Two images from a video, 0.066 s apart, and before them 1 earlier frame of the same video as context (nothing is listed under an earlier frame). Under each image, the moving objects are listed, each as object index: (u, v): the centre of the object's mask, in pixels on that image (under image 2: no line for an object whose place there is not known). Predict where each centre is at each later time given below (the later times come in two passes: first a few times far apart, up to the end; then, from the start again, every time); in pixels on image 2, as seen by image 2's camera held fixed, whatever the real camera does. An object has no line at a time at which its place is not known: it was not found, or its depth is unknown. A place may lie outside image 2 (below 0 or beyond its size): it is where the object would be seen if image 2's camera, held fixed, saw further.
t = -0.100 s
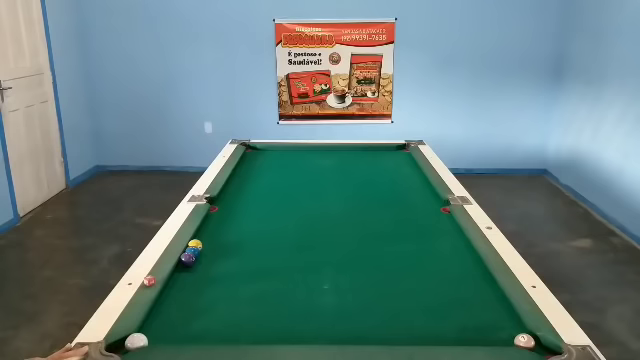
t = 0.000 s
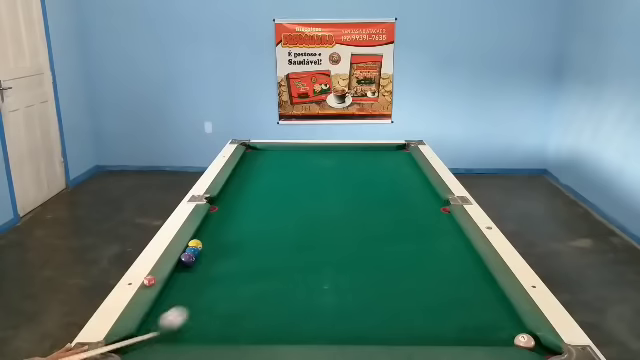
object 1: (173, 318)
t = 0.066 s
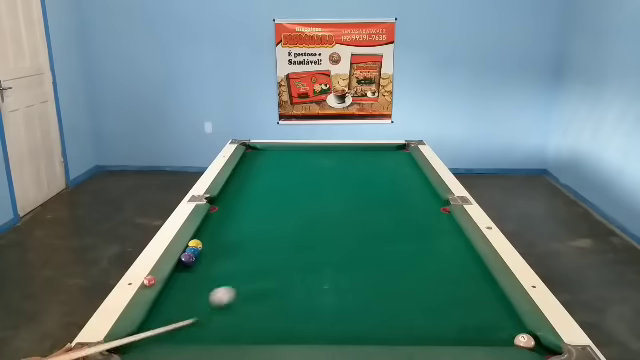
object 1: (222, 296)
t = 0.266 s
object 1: (327, 239)
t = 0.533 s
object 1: (413, 193)
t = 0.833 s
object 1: (372, 165)
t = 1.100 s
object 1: (334, 148)
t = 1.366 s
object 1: (296, 157)
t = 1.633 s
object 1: (255, 168)
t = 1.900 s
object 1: (248, 179)
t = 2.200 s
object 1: (274, 193)
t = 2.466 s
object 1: (298, 207)
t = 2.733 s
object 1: (326, 222)
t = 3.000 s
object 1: (356, 239)
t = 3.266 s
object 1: (389, 257)
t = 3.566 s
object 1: (430, 280)
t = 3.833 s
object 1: (470, 302)
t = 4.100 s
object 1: (512, 325)
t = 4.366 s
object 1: (505, 334)
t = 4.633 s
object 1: (493, 337)
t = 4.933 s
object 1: (485, 339)
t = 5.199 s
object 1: (482, 338)
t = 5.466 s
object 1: (482, 338)
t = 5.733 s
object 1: (482, 339)
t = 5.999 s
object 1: (482, 338)
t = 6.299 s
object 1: (482, 338)
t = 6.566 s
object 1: (482, 338)
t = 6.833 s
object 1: (482, 338)
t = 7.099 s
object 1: (482, 338)
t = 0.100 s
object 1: (243, 284)
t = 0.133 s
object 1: (262, 273)
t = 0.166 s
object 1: (281, 264)
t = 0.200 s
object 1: (297, 255)
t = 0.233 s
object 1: (313, 247)
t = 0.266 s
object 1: (327, 239)
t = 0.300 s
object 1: (340, 232)
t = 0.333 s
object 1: (353, 225)
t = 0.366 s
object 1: (364, 219)
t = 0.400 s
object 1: (375, 213)
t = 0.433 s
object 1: (385, 207)
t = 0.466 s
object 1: (395, 202)
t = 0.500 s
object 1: (405, 198)
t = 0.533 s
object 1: (413, 193)
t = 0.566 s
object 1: (422, 188)
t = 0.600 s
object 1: (424, 184)
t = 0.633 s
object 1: (414, 181)
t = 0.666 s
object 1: (405, 179)
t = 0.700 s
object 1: (398, 176)
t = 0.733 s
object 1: (391, 173)
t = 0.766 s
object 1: (384, 170)
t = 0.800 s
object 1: (378, 168)
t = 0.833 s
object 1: (372, 165)
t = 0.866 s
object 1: (367, 163)
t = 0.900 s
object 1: (362, 160)
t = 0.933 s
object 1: (357, 158)
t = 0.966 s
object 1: (352, 156)
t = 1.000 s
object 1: (347, 154)
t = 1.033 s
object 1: (342, 152)
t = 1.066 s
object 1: (338, 150)
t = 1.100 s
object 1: (334, 148)
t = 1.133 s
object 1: (329, 149)
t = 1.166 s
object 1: (325, 150)
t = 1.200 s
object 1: (320, 151)
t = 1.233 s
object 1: (315, 152)
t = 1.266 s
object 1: (311, 154)
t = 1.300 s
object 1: (306, 155)
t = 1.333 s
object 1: (301, 156)
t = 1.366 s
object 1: (296, 157)
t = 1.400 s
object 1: (291, 159)
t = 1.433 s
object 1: (286, 160)
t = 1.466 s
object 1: (281, 161)
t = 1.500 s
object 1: (276, 162)
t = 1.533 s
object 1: (271, 164)
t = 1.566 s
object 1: (266, 165)
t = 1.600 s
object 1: (260, 166)
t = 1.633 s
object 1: (255, 168)
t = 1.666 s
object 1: (249, 169)
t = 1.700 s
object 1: (244, 170)
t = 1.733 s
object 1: (238, 171)
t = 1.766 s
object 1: (238, 173)
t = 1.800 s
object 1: (241, 174)
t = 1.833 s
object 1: (243, 176)
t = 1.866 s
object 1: (246, 177)
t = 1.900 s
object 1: (248, 179)
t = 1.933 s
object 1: (251, 180)
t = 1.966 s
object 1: (254, 182)
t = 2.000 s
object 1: (256, 184)
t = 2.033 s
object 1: (259, 185)
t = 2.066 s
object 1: (262, 187)
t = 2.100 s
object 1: (265, 188)
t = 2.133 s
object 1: (268, 190)
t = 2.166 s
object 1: (271, 192)
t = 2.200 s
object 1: (274, 193)
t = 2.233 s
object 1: (277, 195)
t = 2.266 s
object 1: (280, 197)
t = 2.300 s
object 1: (282, 198)
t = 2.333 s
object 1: (285, 200)
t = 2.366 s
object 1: (288, 202)
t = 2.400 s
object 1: (292, 204)
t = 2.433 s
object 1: (295, 205)
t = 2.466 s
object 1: (298, 207)
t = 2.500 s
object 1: (301, 209)
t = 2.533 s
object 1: (305, 211)
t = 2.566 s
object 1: (308, 212)
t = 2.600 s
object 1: (312, 214)
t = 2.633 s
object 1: (315, 216)
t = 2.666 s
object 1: (318, 218)
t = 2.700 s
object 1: (322, 220)
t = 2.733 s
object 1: (326, 222)
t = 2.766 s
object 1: (329, 224)
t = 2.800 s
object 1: (333, 227)
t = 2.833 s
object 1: (337, 228)
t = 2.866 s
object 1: (341, 231)
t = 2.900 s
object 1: (344, 233)
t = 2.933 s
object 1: (348, 235)
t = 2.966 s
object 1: (352, 237)
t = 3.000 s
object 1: (356, 239)
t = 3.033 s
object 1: (360, 242)
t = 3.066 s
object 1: (364, 244)
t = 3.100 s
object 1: (368, 246)
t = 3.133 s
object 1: (372, 248)
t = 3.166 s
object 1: (376, 250)
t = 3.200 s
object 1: (380, 253)
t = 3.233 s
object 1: (385, 255)
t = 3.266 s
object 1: (389, 257)
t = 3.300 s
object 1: (393, 260)
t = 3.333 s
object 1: (398, 262)
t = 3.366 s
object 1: (402, 265)
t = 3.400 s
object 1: (406, 267)
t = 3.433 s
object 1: (411, 270)
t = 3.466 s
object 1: (416, 272)
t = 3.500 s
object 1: (420, 275)
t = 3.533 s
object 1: (425, 277)
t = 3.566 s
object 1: (430, 280)
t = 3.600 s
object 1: (435, 283)
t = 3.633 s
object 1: (440, 285)
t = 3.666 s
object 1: (444, 288)
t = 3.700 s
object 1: (449, 291)
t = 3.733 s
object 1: (454, 293)
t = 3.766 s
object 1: (459, 296)
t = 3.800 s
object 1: (464, 299)
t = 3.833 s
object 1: (470, 302)
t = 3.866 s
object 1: (475, 305)
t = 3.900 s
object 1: (480, 307)
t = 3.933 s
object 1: (485, 310)
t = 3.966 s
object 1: (491, 313)
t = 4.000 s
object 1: (496, 316)
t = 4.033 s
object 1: (501, 319)
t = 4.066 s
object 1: (507, 322)
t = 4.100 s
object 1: (512, 325)
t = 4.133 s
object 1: (515, 327)
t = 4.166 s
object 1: (514, 329)
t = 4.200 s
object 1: (512, 330)
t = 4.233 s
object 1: (511, 331)
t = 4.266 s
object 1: (509, 332)
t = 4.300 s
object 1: (507, 333)
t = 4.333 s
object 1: (506, 333)
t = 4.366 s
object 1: (505, 334)
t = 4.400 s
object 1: (503, 334)
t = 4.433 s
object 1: (501, 335)
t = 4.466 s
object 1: (500, 335)
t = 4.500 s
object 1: (498, 336)
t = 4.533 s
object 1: (497, 336)
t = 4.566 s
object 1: (496, 336)
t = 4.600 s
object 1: (494, 337)
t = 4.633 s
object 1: (493, 337)
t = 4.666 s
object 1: (492, 338)
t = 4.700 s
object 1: (491, 338)
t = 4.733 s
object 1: (490, 339)
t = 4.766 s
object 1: (489, 339)
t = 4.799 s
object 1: (488, 339)
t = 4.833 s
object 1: (488, 339)
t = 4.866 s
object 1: (487, 339)
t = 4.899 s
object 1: (486, 339)
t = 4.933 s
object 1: (485, 339)
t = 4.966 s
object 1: (485, 339)
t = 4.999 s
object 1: (484, 339)
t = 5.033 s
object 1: (484, 339)
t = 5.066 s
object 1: (483, 339)
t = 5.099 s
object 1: (483, 339)
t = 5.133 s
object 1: (483, 339)
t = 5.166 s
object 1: (482, 339)
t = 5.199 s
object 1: (482, 338)
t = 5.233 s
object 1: (482, 338)
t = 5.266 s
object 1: (482, 339)
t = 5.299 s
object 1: (482, 338)
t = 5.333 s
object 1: (482, 339)
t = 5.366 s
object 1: (482, 339)
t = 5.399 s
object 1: (482, 338)
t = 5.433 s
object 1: (482, 339)
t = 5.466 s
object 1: (482, 338)
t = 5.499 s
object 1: (482, 339)
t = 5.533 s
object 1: (482, 338)
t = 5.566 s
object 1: (482, 339)
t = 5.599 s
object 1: (482, 338)
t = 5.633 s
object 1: (482, 338)
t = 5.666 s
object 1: (482, 339)
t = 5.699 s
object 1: (482, 339)
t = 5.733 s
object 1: (482, 339)
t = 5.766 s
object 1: (482, 338)
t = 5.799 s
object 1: (482, 338)
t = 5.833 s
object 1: (482, 338)
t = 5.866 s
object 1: (482, 339)
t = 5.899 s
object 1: (482, 339)
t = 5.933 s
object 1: (482, 338)
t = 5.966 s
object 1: (482, 338)
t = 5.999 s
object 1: (482, 338)
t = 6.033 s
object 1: (482, 339)
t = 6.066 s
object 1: (482, 338)
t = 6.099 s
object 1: (482, 338)
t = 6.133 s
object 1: (482, 338)
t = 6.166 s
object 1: (482, 338)
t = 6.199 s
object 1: (482, 338)
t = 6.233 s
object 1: (482, 338)
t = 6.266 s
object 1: (482, 338)
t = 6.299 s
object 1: (482, 338)
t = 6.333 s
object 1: (482, 338)
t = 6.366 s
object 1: (482, 338)
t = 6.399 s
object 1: (482, 338)
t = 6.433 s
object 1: (482, 338)
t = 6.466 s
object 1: (482, 338)
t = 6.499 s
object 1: (482, 338)
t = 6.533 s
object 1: (482, 338)
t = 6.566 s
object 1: (482, 338)
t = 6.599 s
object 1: (482, 338)
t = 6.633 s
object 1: (482, 338)
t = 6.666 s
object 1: (482, 338)
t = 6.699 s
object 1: (482, 339)
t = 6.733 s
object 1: (482, 338)
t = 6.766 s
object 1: (482, 338)
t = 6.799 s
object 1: (482, 338)
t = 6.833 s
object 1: (482, 338)
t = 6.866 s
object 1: (482, 338)
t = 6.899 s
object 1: (482, 338)
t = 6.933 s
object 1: (482, 338)
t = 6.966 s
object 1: (482, 338)
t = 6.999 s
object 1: (482, 338)
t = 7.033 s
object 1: (482, 338)
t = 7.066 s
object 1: (482, 338)
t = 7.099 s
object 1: (482, 338)
